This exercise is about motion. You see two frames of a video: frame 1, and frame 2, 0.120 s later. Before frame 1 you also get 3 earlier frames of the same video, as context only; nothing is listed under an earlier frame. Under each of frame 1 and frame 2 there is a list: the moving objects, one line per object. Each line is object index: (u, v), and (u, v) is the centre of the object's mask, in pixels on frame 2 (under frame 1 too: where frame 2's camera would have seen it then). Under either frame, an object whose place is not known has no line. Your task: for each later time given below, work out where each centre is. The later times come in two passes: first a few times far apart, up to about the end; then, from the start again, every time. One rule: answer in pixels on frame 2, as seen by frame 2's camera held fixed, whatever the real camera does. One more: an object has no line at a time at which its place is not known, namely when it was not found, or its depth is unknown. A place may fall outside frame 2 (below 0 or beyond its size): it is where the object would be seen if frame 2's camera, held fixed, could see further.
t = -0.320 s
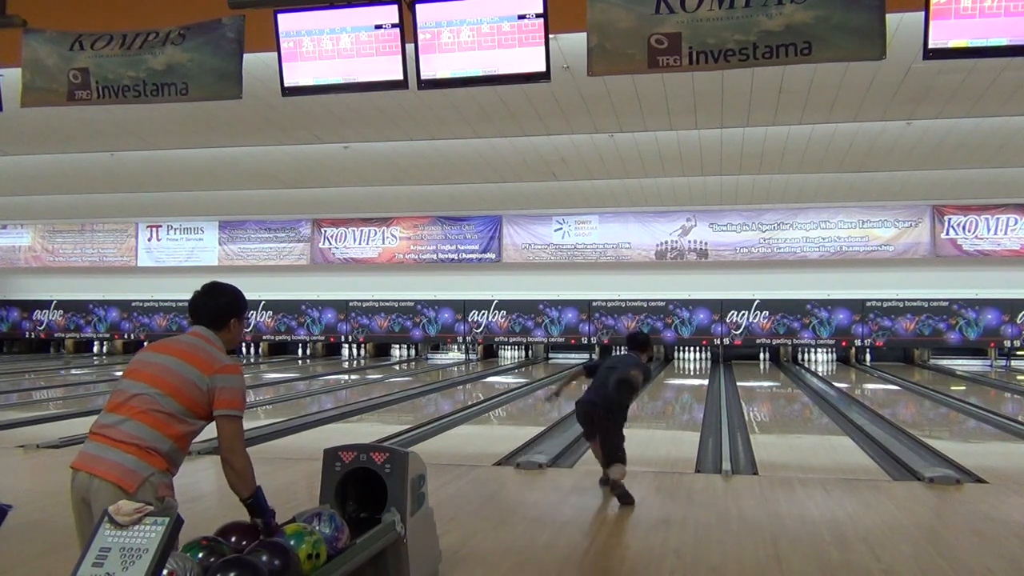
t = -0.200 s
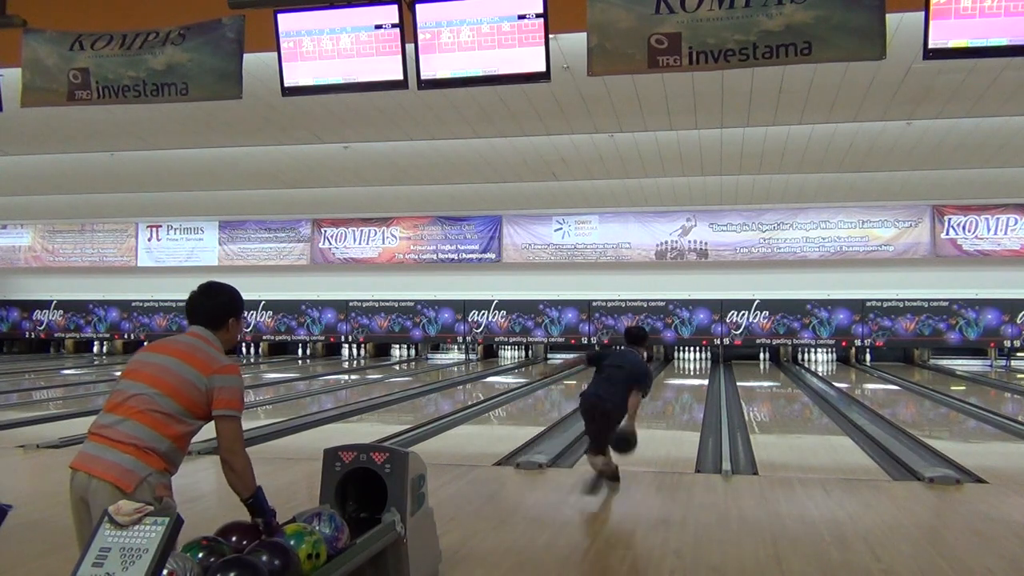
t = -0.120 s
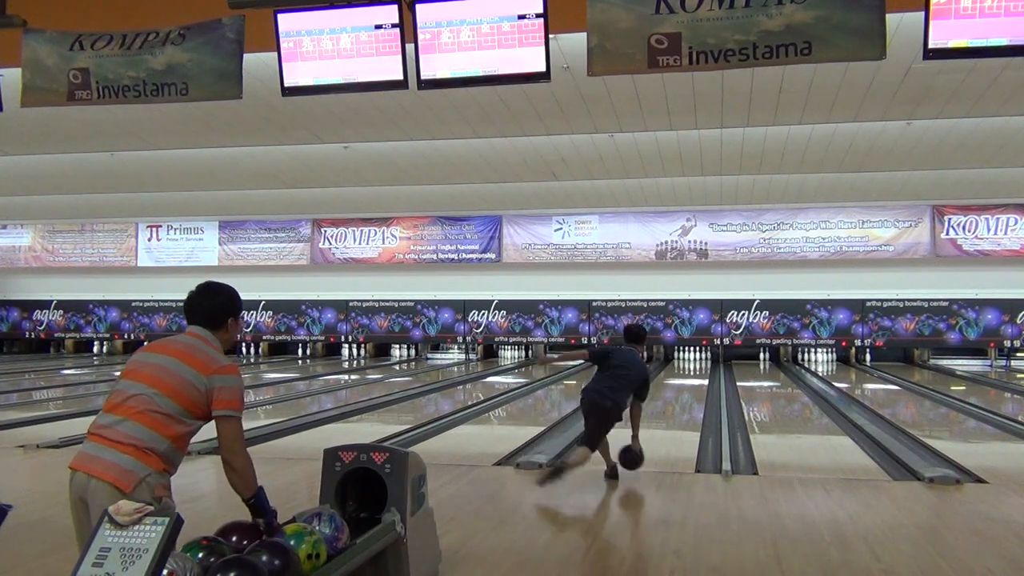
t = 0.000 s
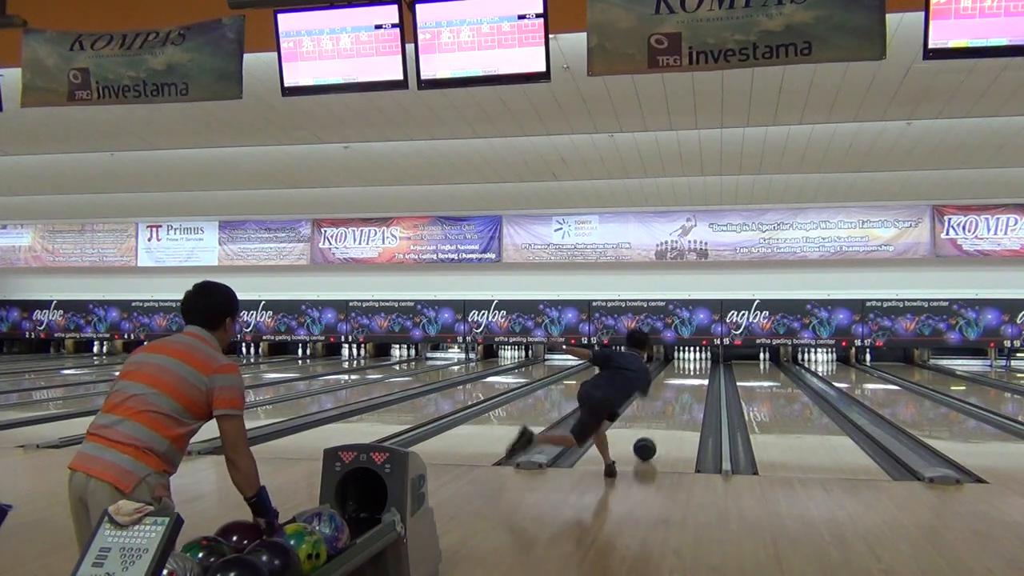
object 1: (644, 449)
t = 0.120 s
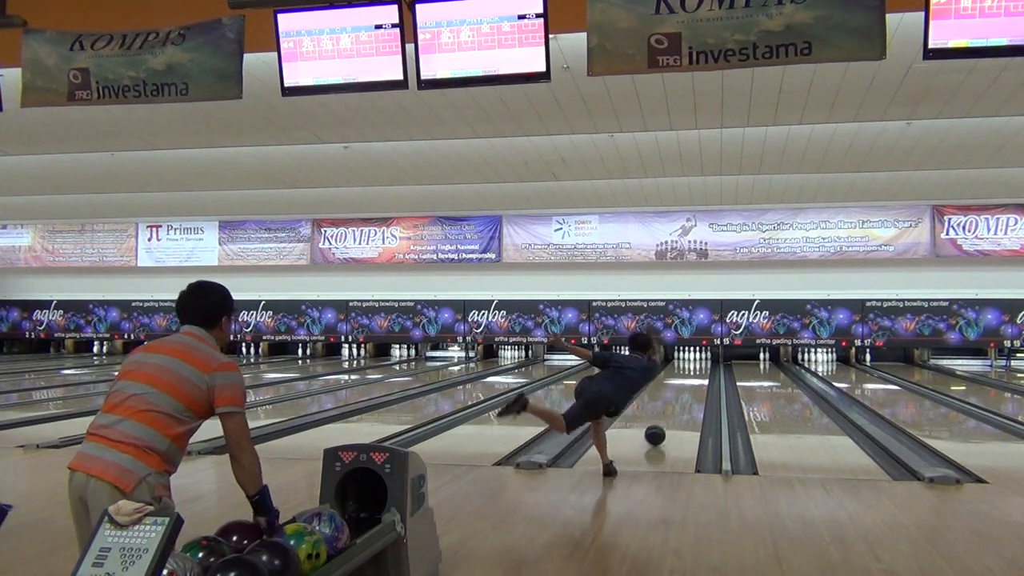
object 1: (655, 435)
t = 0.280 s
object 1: (666, 421)
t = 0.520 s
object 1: (677, 404)
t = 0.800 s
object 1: (686, 390)
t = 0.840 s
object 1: (687, 389)
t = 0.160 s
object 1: (658, 431)
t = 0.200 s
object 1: (661, 427)
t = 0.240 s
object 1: (663, 424)
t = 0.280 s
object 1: (666, 421)
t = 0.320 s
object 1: (668, 417)
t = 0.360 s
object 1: (670, 415)
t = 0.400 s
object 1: (672, 412)
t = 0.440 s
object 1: (674, 409)
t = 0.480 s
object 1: (675, 407)
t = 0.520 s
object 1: (677, 404)
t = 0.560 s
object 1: (679, 402)
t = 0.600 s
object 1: (680, 400)
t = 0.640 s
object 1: (682, 398)
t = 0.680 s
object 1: (683, 396)
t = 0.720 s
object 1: (684, 394)
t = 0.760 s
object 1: (685, 392)
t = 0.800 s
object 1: (686, 390)
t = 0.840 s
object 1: (687, 389)
